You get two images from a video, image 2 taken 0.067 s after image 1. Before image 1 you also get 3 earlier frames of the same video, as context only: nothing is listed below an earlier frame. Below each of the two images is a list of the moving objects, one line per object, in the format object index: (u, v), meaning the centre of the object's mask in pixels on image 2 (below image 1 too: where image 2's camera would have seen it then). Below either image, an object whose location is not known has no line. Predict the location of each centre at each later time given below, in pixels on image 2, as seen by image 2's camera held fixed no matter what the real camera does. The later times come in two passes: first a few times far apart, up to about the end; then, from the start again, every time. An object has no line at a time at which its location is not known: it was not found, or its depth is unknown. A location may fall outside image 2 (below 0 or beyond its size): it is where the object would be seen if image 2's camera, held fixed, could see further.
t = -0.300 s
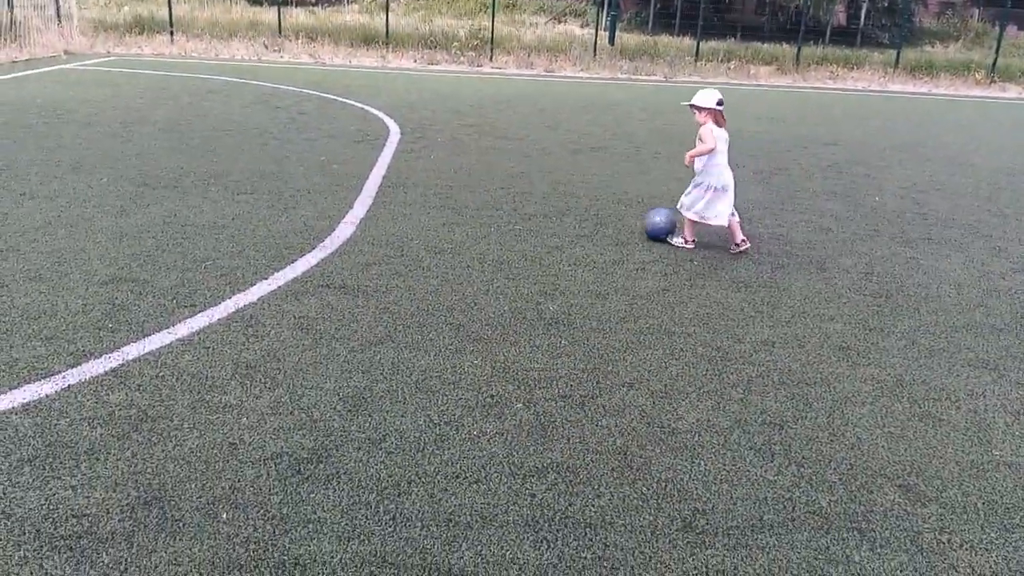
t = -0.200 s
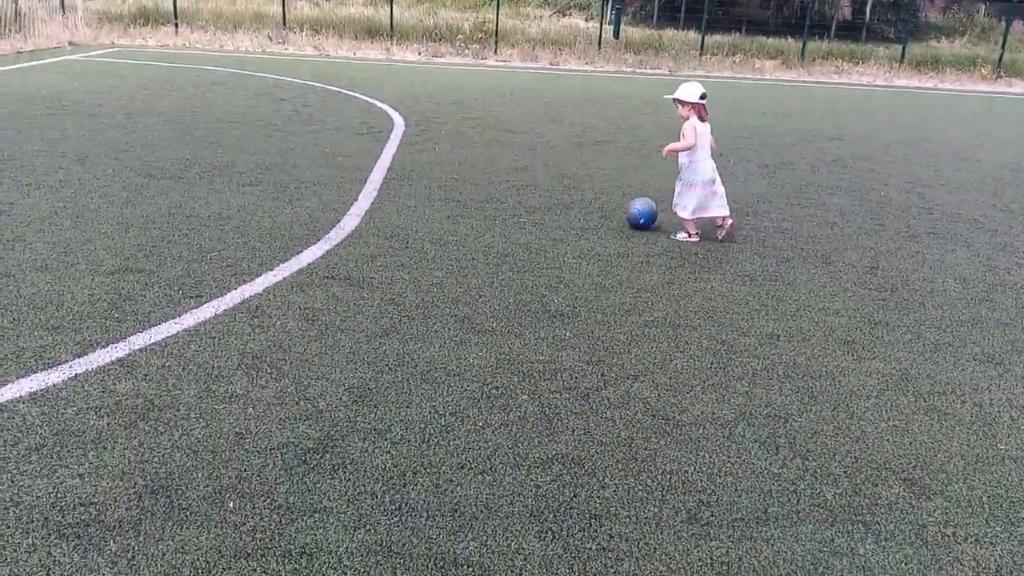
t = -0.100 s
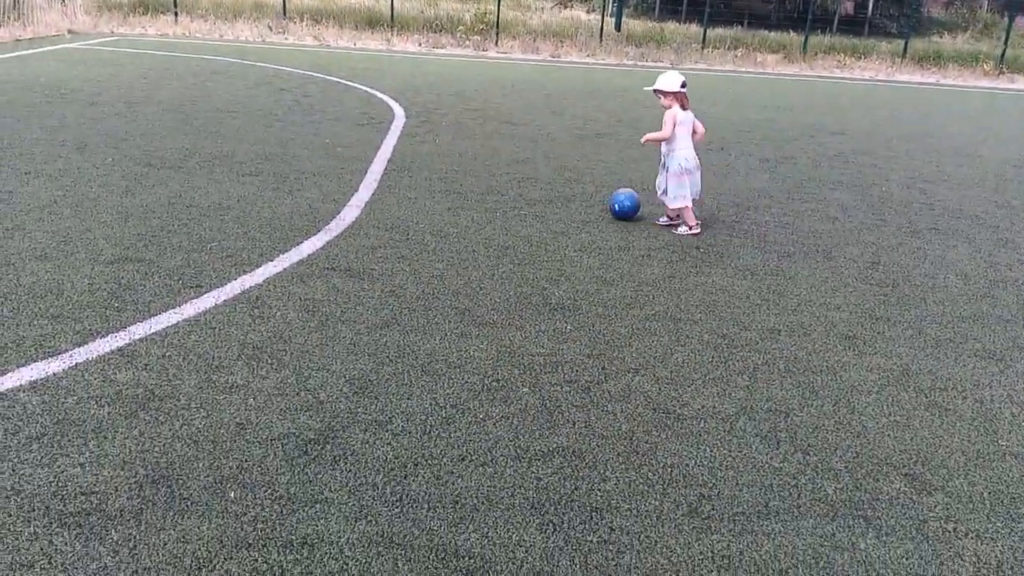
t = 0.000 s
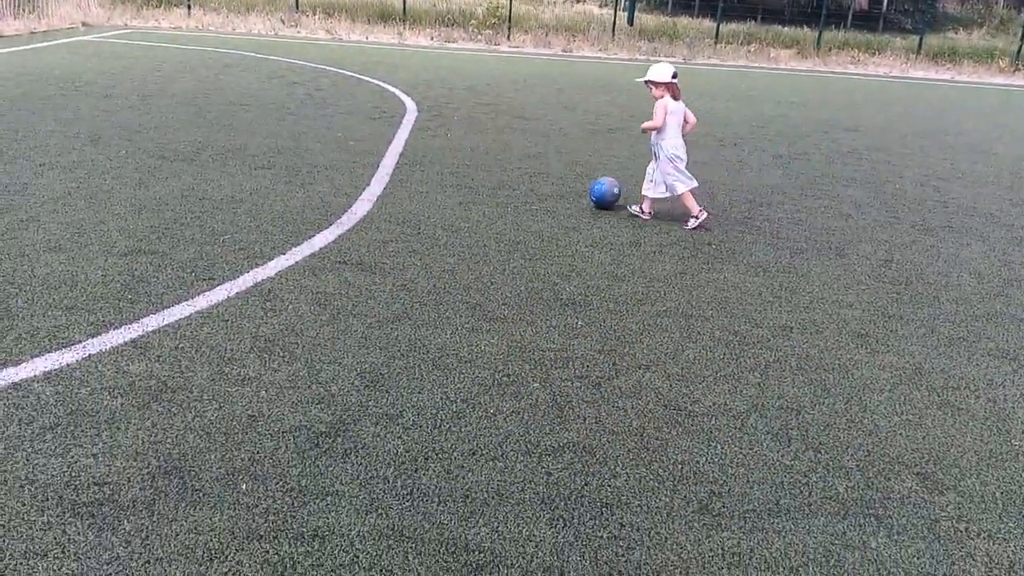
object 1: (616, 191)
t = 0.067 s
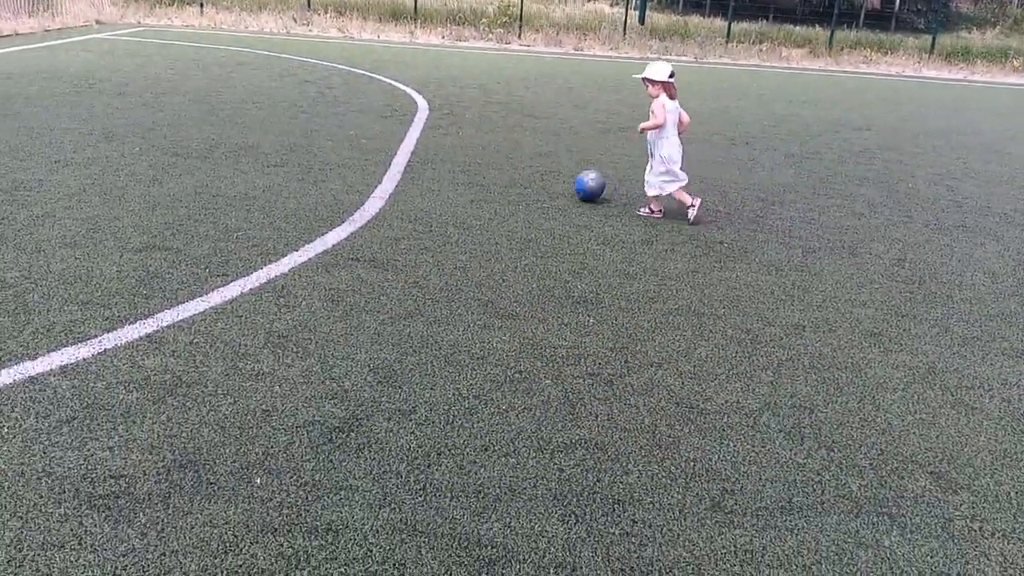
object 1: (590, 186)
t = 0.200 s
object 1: (546, 176)
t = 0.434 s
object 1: (485, 165)
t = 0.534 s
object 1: (460, 162)
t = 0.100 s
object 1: (579, 182)
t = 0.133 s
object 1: (567, 181)
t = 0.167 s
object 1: (556, 180)
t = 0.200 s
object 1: (546, 176)
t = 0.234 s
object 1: (537, 175)
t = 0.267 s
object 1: (528, 175)
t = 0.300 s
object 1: (519, 172)
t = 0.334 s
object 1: (510, 170)
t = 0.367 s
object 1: (502, 169)
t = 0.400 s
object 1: (493, 167)
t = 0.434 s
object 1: (485, 165)
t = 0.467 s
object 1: (477, 165)
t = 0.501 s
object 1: (469, 163)
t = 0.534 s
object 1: (460, 162)
